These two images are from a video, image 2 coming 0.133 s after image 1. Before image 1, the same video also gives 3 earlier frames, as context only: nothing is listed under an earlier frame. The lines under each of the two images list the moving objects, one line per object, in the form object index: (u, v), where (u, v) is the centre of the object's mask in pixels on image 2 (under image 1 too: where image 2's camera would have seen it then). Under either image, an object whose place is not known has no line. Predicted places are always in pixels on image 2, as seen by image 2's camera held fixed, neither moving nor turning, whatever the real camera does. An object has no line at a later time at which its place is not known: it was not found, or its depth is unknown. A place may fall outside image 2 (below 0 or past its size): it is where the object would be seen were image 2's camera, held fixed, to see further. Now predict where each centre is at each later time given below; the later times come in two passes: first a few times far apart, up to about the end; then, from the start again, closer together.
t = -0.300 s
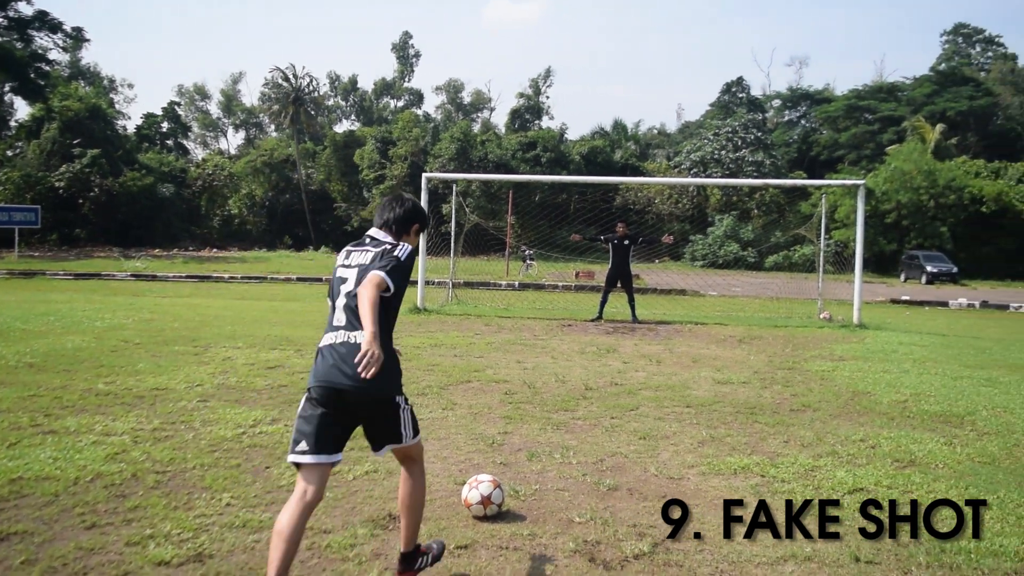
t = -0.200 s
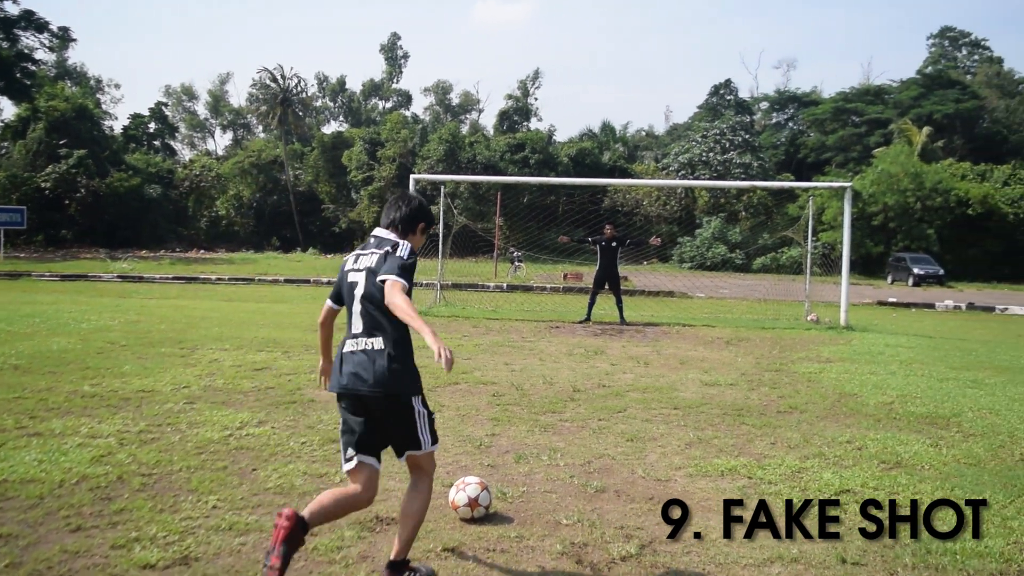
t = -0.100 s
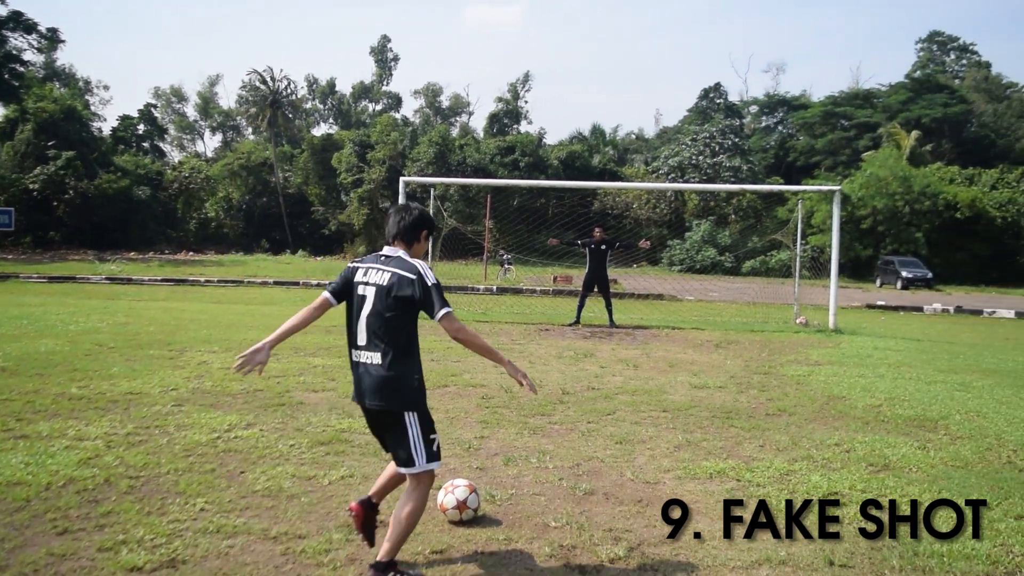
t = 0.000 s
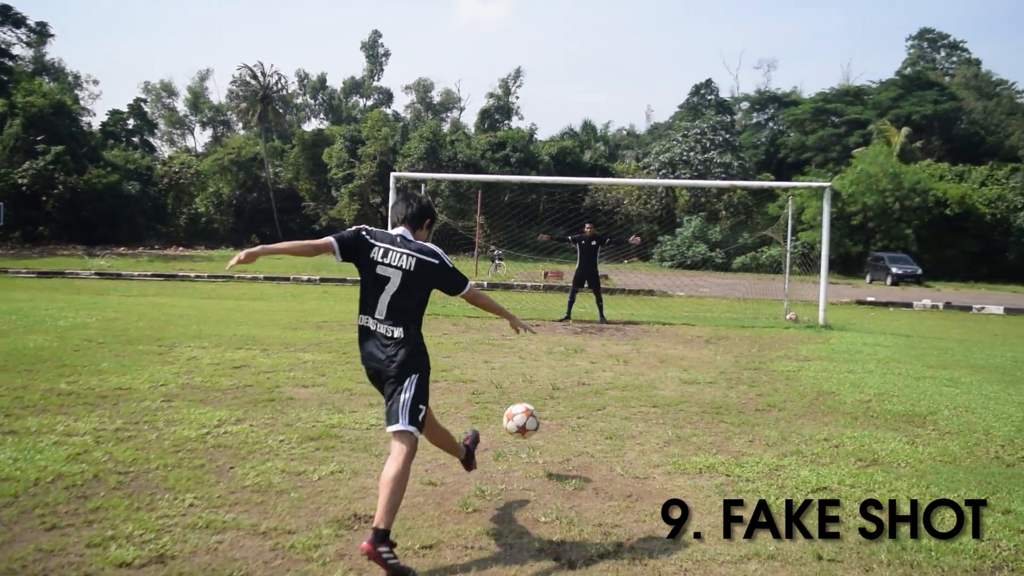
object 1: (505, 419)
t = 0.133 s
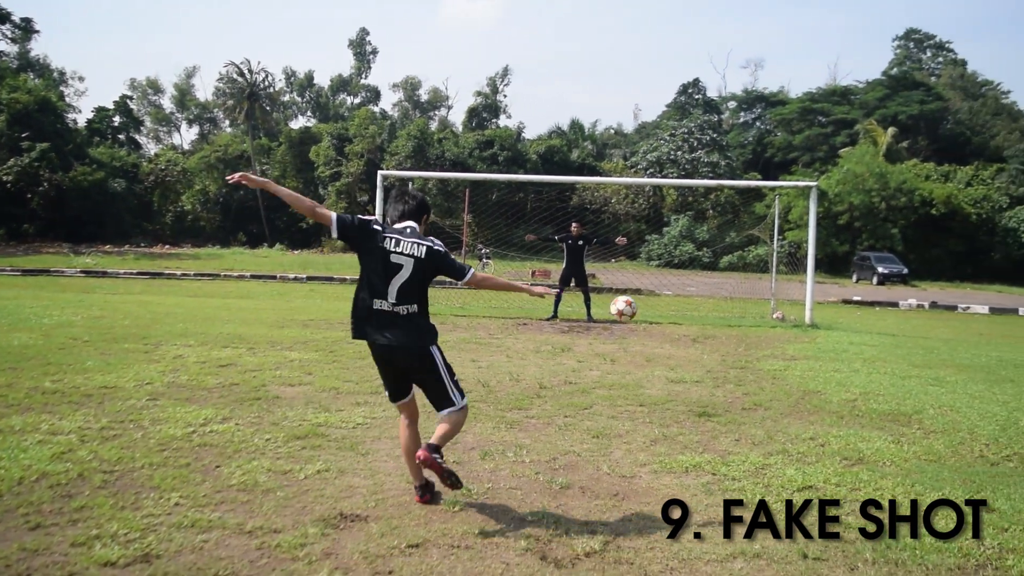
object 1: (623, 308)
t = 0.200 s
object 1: (659, 281)
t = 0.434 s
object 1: (740, 249)
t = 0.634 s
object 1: (785, 257)
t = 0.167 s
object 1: (643, 293)
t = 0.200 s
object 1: (659, 281)
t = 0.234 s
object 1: (674, 272)
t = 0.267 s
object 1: (688, 264)
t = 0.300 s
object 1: (700, 259)
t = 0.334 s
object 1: (711, 255)
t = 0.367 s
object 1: (721, 251)
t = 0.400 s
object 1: (731, 250)
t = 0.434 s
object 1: (740, 249)
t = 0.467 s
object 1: (749, 248)
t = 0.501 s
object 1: (758, 249)
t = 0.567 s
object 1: (771, 252)
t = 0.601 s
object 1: (778, 255)
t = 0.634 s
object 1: (785, 257)
